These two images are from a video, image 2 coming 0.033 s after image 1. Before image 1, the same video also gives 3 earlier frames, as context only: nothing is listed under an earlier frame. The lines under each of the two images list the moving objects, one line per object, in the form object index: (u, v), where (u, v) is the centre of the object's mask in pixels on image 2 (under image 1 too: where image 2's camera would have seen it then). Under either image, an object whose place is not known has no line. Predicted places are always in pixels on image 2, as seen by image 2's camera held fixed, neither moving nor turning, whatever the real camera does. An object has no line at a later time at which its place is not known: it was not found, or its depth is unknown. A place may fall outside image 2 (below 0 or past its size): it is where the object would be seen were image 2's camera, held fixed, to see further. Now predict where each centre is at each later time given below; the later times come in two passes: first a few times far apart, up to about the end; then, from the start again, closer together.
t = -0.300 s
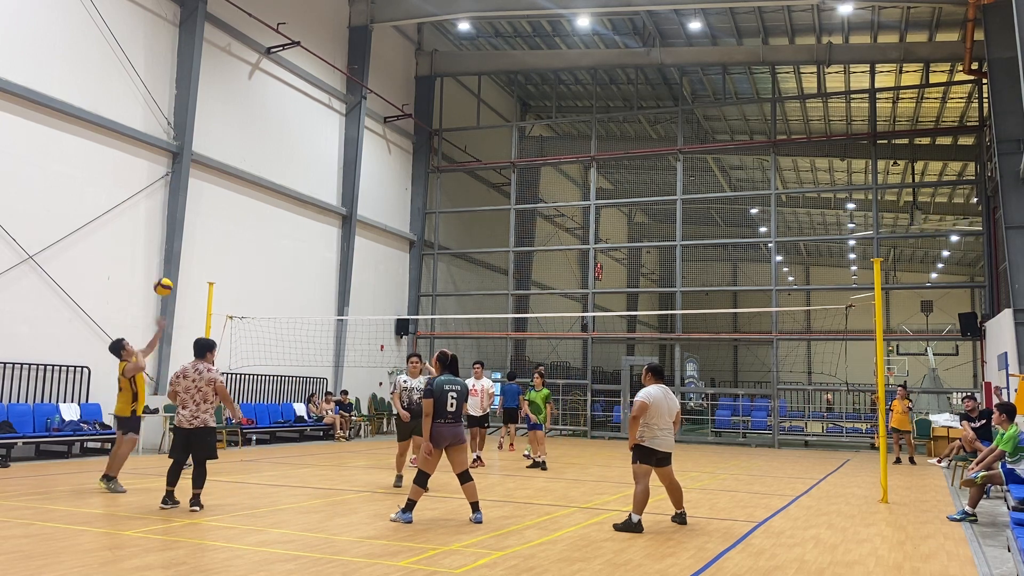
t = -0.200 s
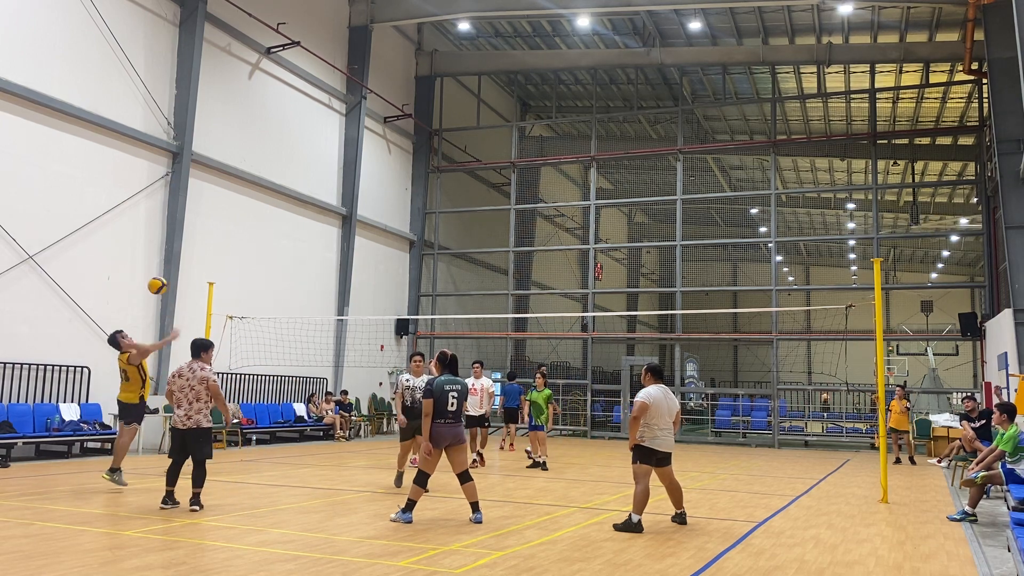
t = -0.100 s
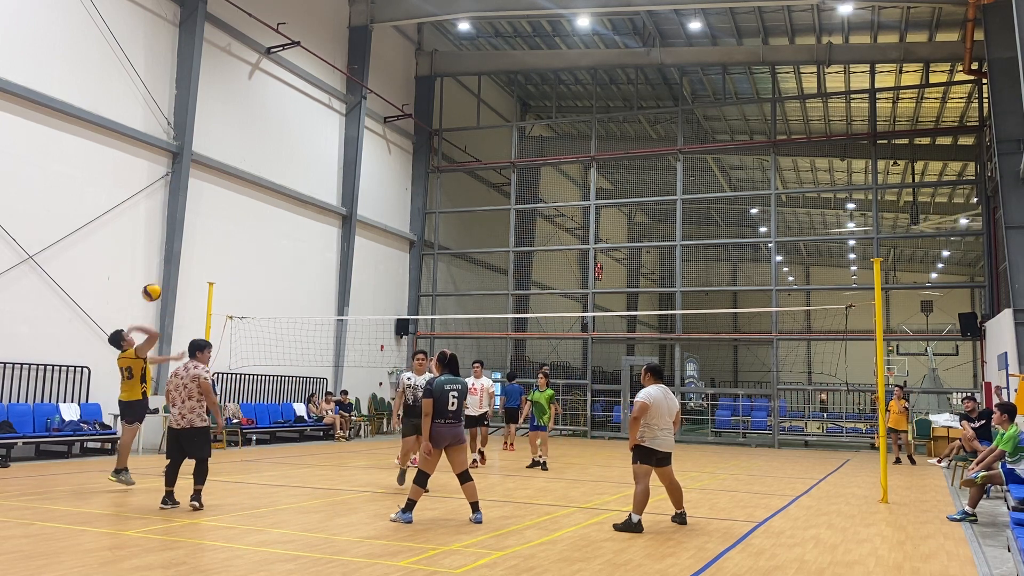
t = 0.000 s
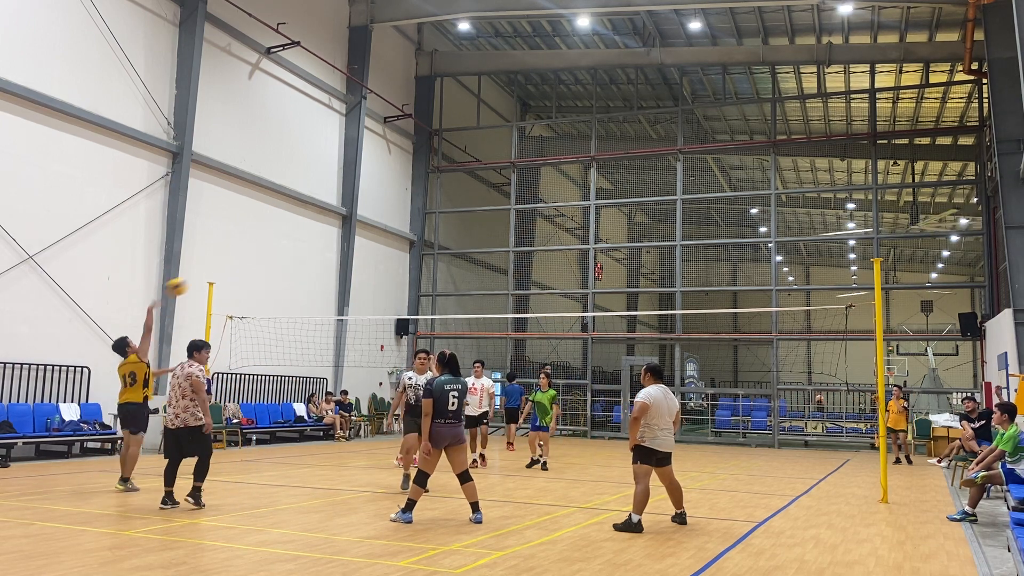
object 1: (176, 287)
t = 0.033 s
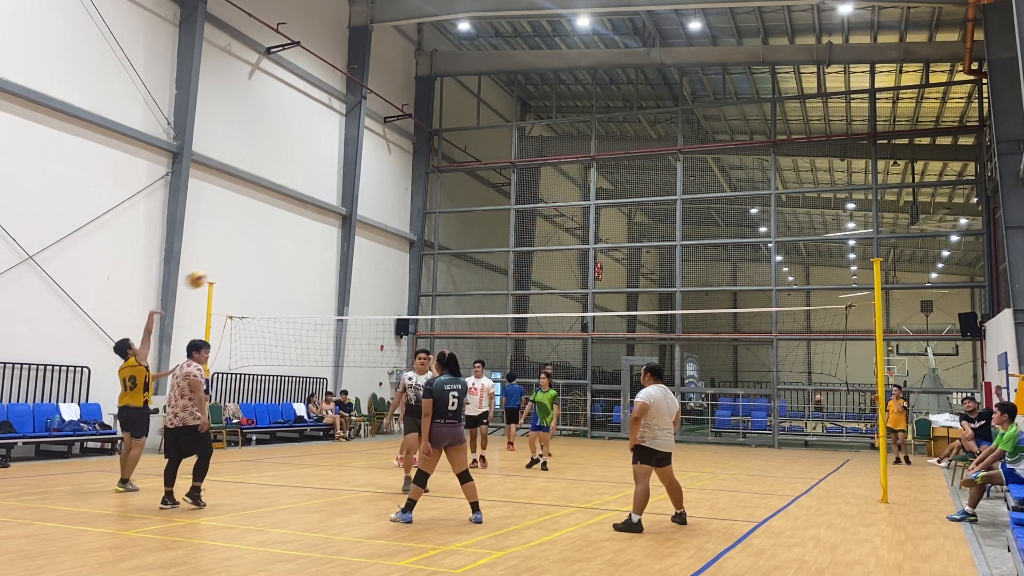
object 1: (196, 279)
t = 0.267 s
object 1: (304, 257)
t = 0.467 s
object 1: (371, 270)
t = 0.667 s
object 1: (422, 302)
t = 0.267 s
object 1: (304, 257)
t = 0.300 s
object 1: (317, 258)
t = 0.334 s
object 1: (329, 259)
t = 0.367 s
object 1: (341, 260)
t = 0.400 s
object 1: (351, 263)
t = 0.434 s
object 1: (362, 266)
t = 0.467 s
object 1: (371, 270)
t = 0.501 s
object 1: (381, 274)
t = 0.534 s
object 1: (391, 279)
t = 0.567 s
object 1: (399, 284)
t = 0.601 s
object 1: (407, 289)
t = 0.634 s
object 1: (415, 296)
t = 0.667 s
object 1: (422, 302)
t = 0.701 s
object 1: (429, 309)
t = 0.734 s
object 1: (437, 316)
